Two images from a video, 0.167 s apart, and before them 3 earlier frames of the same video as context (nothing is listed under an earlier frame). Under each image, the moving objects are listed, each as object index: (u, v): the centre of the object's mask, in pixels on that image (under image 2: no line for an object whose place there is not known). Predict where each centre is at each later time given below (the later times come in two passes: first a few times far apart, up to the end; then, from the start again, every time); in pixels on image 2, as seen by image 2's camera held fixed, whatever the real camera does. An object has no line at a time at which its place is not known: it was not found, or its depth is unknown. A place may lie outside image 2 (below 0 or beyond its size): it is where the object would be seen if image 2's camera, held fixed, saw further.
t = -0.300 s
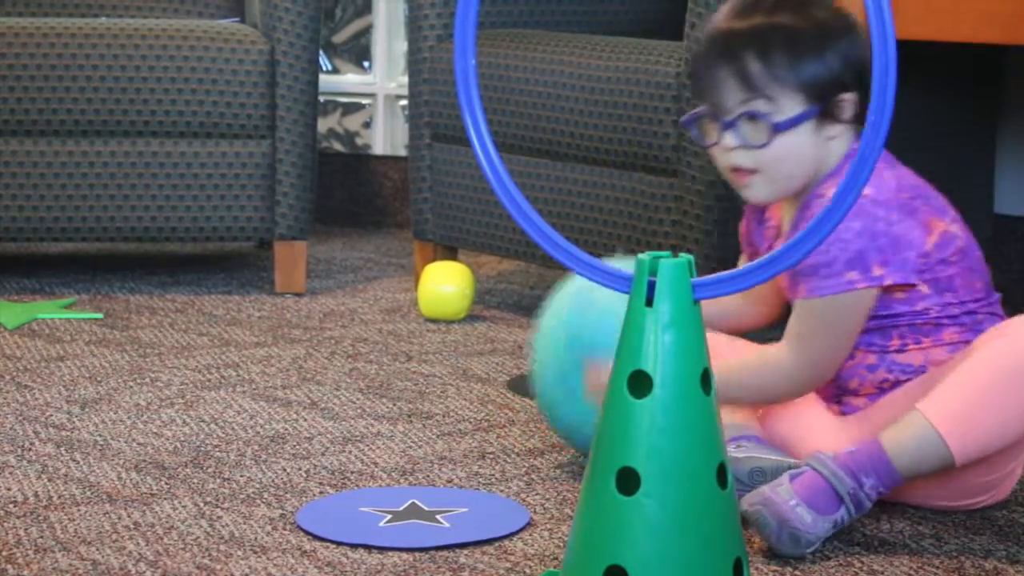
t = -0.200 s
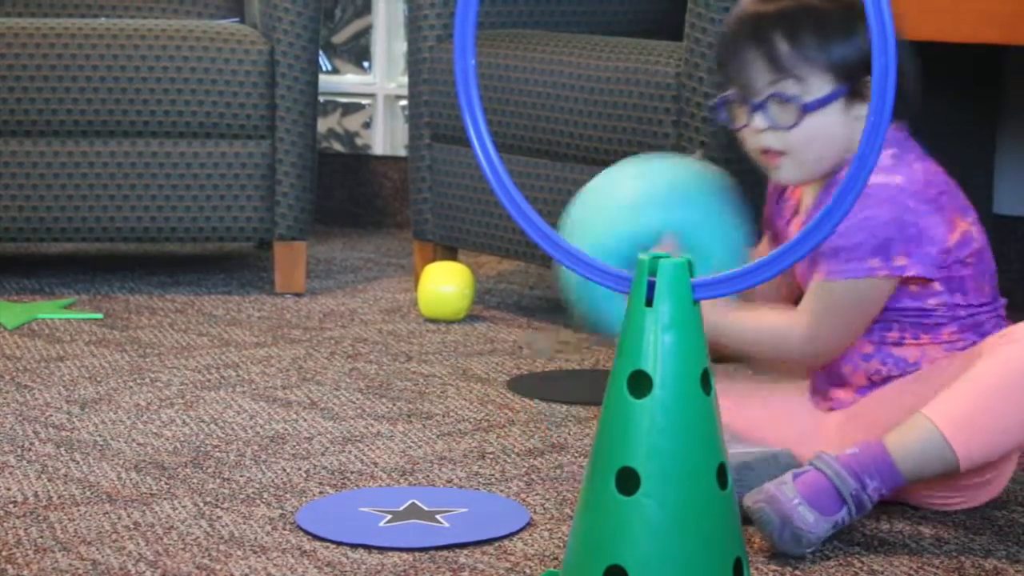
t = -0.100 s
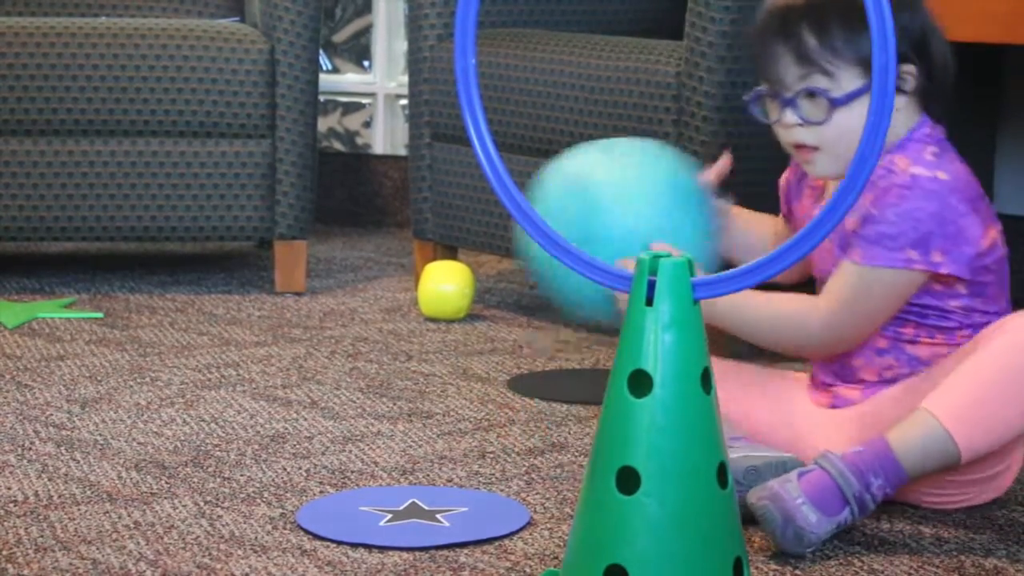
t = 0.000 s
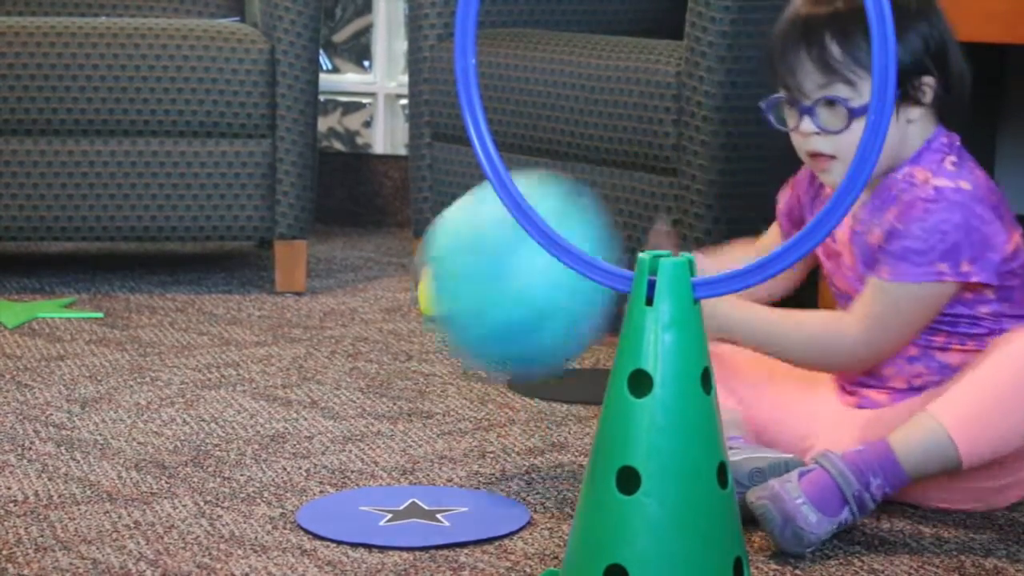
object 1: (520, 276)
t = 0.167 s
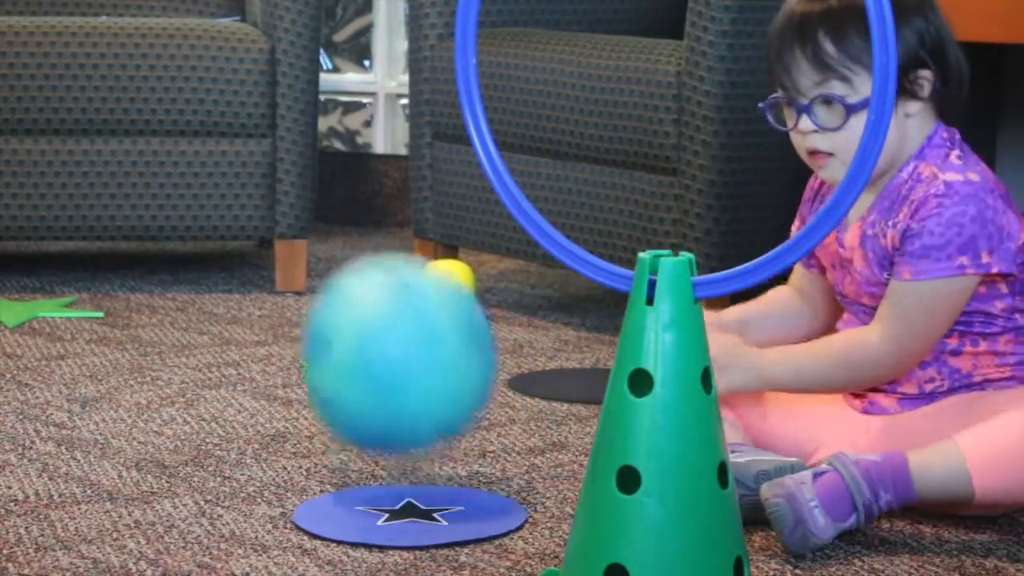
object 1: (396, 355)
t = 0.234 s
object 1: (377, 317)
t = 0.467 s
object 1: (301, 407)
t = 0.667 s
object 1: (224, 407)
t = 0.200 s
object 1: (387, 331)
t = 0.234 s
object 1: (377, 317)
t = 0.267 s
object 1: (367, 313)
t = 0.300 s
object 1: (358, 317)
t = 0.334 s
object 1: (347, 329)
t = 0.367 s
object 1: (336, 352)
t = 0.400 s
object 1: (326, 388)
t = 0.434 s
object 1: (315, 425)
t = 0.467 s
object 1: (301, 407)
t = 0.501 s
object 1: (288, 383)
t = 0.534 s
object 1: (275, 369)
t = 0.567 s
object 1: (262, 365)
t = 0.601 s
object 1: (250, 369)
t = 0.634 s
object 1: (237, 382)
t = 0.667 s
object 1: (224, 407)
